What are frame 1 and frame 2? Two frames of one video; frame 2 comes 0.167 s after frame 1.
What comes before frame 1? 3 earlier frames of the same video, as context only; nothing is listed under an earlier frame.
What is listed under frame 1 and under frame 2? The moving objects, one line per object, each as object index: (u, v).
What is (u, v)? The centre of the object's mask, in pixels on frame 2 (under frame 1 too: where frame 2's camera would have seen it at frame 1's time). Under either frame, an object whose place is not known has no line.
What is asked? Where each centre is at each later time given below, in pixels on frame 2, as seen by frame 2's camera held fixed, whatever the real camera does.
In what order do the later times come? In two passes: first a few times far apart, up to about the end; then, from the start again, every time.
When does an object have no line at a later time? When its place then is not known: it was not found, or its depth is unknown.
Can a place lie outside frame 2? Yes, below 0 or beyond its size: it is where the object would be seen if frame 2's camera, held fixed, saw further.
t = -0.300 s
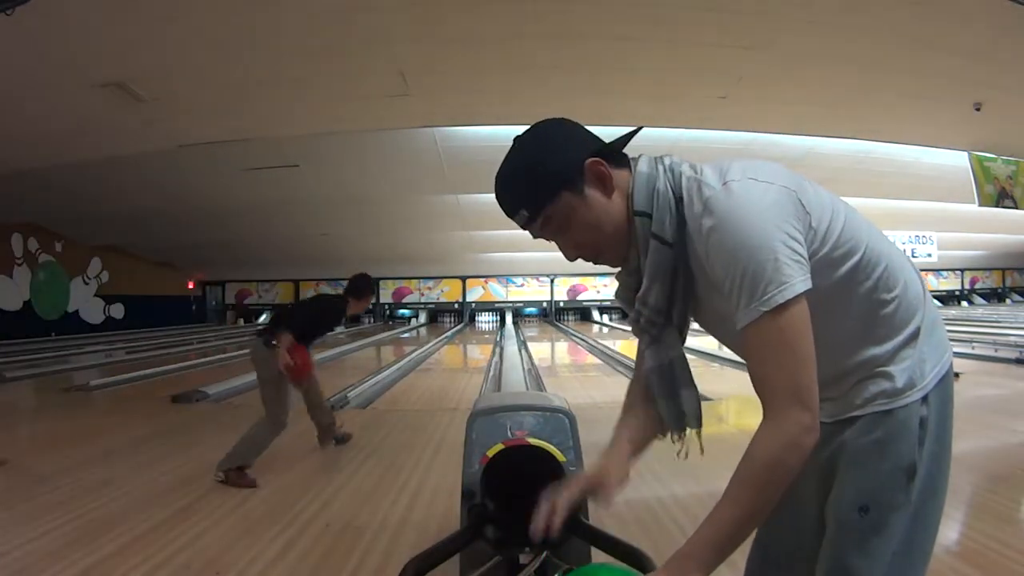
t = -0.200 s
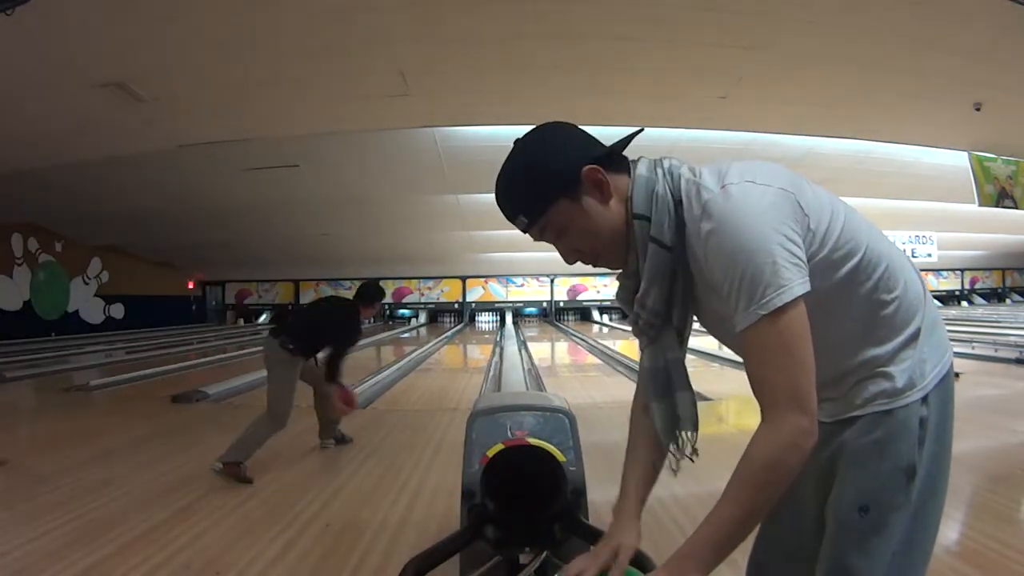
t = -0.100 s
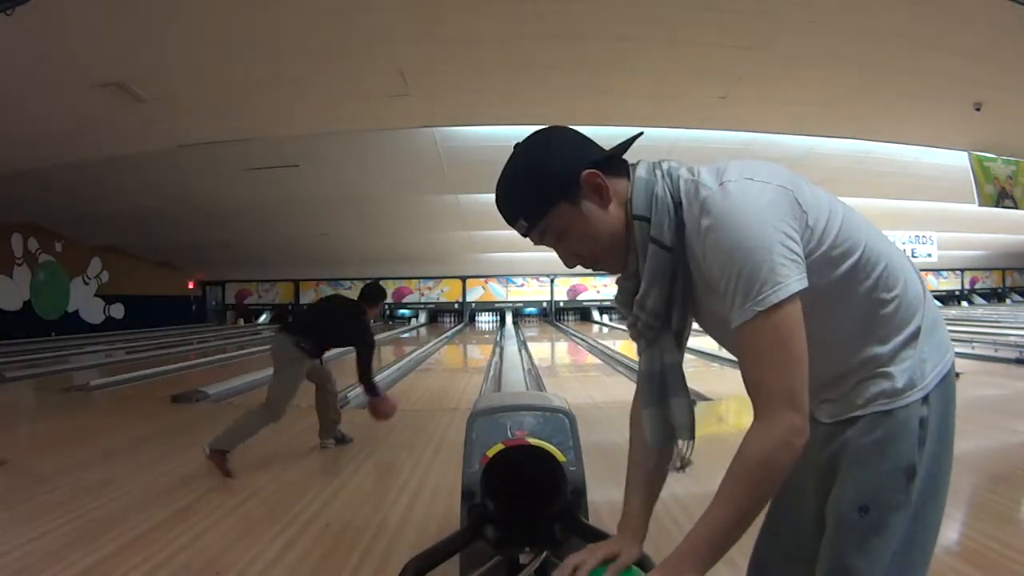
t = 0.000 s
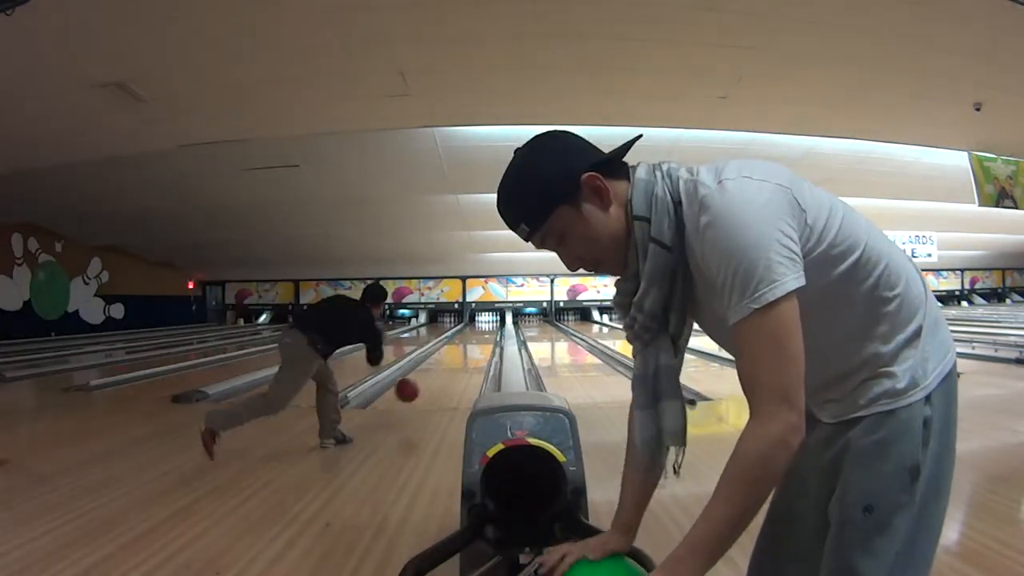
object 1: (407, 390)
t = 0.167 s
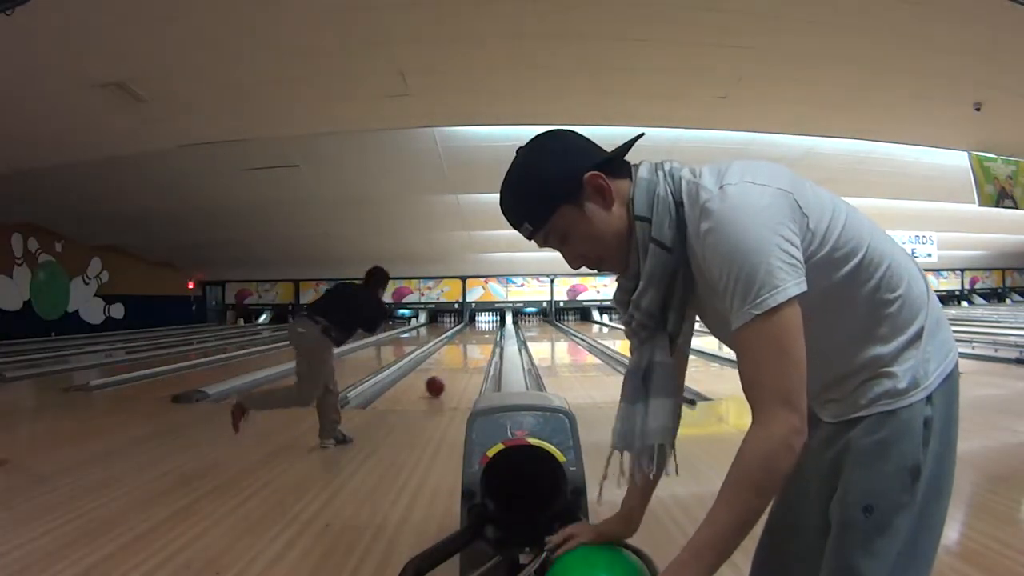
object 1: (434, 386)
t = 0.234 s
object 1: (442, 379)
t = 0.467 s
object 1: (463, 364)
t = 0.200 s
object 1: (439, 382)
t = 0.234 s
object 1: (442, 379)
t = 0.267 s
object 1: (446, 377)
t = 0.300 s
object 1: (450, 374)
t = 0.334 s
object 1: (452, 372)
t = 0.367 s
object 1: (455, 369)
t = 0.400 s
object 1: (458, 367)
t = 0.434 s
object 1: (461, 365)
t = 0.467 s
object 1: (463, 364)
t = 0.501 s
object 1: (465, 361)
